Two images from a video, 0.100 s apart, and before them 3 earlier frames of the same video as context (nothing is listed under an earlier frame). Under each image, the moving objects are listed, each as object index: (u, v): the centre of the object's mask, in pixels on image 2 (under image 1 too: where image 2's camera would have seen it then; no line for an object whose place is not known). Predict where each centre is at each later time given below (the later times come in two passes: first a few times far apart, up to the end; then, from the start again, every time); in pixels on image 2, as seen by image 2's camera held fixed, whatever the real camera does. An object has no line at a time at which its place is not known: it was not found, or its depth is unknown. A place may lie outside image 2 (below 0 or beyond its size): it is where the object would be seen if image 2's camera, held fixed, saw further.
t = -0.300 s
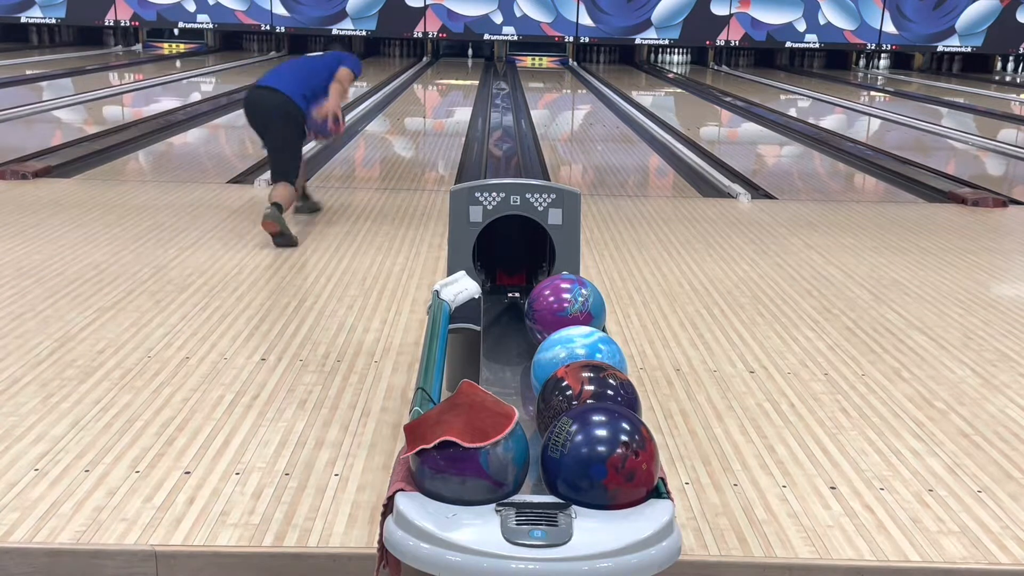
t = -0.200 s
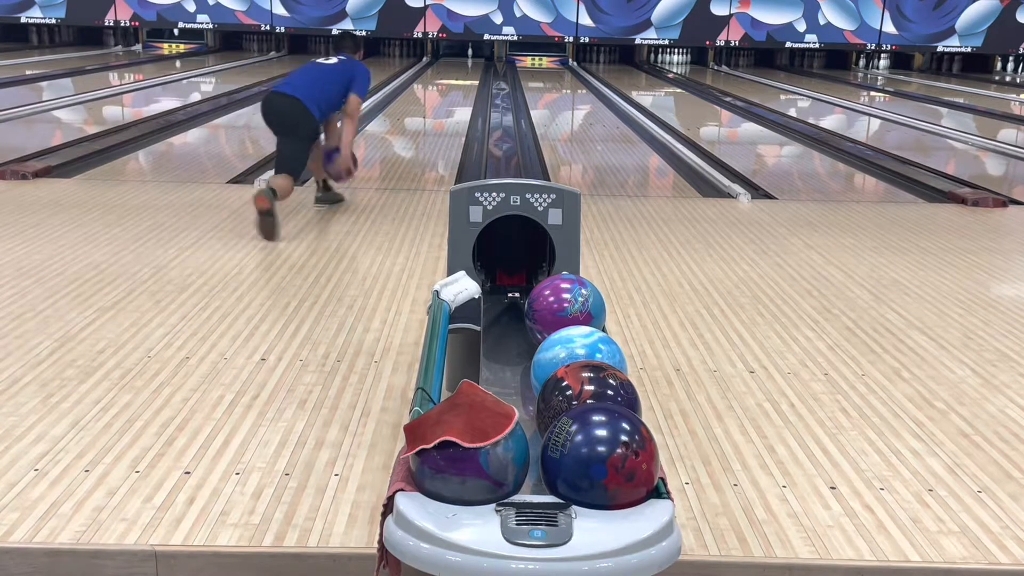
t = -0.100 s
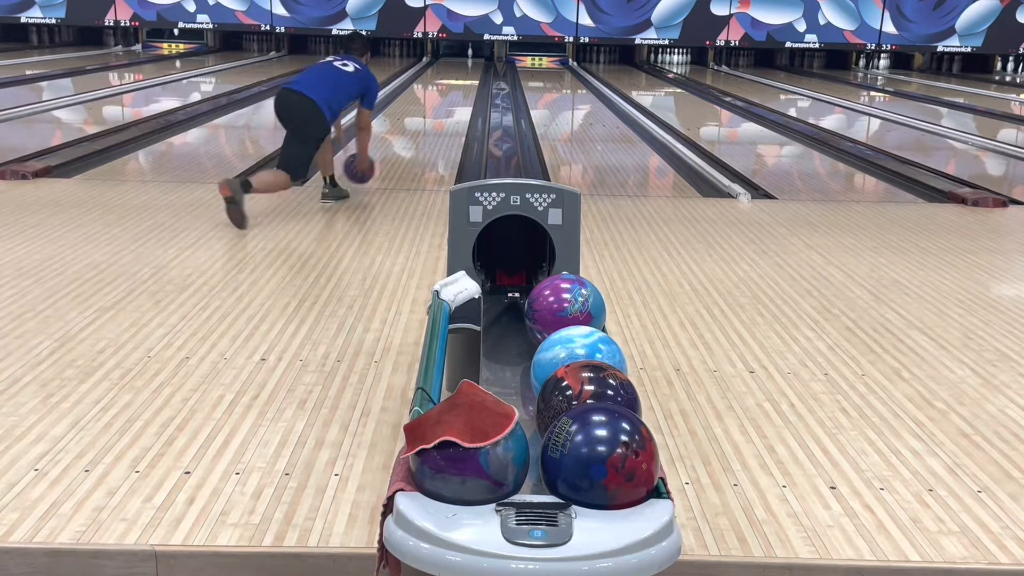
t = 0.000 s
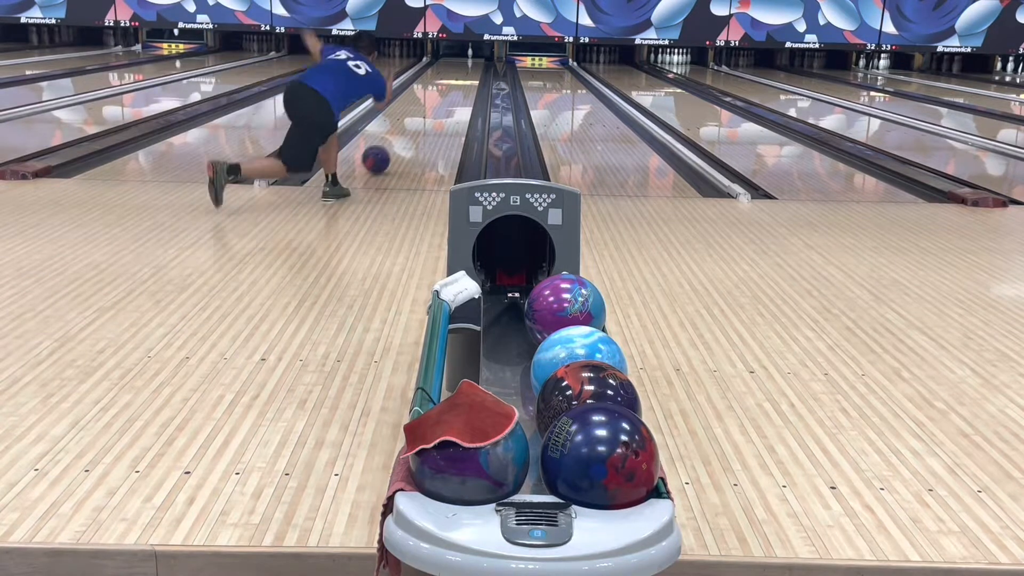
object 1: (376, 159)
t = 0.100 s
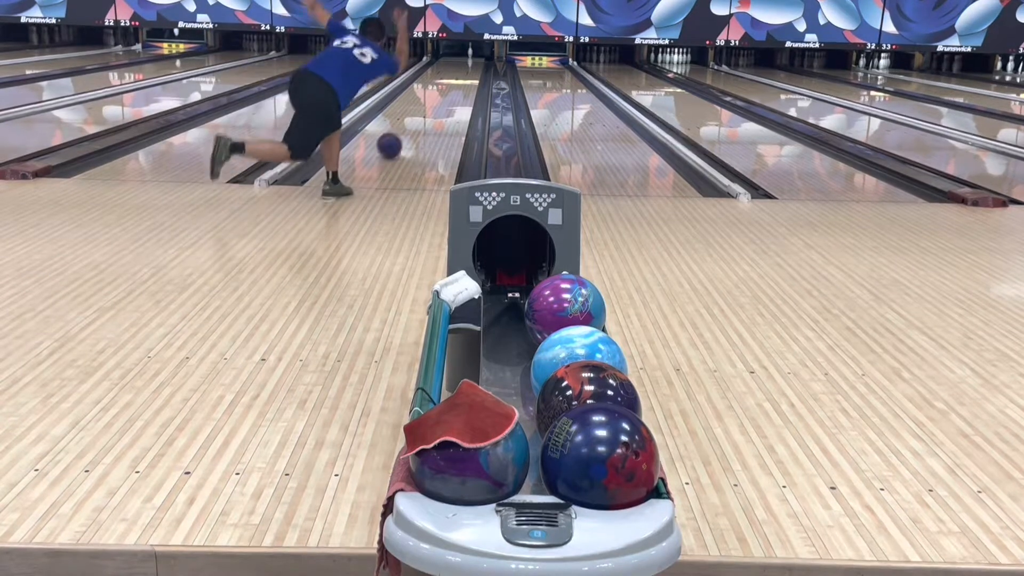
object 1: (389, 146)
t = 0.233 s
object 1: (404, 130)
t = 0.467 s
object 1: (423, 111)
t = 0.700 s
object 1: (436, 96)
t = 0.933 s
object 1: (446, 86)
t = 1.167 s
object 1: (454, 77)
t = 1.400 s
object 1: (460, 71)
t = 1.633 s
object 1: (465, 65)
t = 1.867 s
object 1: (467, 61)
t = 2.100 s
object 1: (468, 58)
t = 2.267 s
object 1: (468, 55)
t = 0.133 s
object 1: (393, 141)
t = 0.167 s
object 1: (397, 137)
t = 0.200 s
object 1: (401, 134)
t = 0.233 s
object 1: (404, 130)
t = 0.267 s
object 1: (407, 127)
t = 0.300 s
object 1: (410, 124)
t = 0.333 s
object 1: (413, 121)
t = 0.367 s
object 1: (415, 118)
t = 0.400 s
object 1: (418, 116)
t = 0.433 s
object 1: (420, 113)
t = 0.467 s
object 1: (423, 111)
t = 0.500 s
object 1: (425, 108)
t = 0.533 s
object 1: (427, 106)
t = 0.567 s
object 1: (429, 104)
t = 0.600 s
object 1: (431, 102)
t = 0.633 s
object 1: (433, 100)
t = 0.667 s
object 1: (434, 98)
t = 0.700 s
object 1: (436, 96)
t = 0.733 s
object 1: (438, 94)
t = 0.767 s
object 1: (439, 92)
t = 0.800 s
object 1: (441, 91)
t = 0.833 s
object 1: (442, 89)
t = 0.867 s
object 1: (443, 88)
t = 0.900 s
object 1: (445, 87)
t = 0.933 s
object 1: (446, 86)
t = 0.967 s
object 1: (447, 85)
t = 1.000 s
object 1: (449, 83)
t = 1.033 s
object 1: (450, 82)
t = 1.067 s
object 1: (451, 80)
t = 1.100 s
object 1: (452, 79)
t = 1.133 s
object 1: (453, 78)
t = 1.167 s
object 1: (454, 77)
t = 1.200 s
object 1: (455, 75)
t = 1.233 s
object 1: (456, 75)
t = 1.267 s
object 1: (456, 75)
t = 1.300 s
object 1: (458, 74)
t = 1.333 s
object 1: (458, 73)
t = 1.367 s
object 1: (459, 72)
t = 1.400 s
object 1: (460, 71)
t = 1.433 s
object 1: (460, 72)
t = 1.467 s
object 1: (461, 70)
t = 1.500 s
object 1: (462, 69)
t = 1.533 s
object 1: (463, 69)
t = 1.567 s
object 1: (464, 67)
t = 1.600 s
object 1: (464, 66)
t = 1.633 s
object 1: (465, 65)
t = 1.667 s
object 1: (465, 64)
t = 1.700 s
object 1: (465, 64)
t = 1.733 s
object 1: (465, 63)
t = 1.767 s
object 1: (466, 63)
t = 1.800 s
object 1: (466, 62)
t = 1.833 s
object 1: (466, 61)
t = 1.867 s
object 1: (467, 61)
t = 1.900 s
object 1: (467, 60)
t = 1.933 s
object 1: (467, 60)
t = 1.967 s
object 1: (467, 59)
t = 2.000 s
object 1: (467, 59)
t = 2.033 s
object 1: (467, 58)
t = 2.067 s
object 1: (467, 58)
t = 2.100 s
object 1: (468, 58)
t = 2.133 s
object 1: (468, 57)
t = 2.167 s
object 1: (467, 56)
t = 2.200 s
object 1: (467, 55)
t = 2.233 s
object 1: (467, 55)
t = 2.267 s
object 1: (468, 55)
